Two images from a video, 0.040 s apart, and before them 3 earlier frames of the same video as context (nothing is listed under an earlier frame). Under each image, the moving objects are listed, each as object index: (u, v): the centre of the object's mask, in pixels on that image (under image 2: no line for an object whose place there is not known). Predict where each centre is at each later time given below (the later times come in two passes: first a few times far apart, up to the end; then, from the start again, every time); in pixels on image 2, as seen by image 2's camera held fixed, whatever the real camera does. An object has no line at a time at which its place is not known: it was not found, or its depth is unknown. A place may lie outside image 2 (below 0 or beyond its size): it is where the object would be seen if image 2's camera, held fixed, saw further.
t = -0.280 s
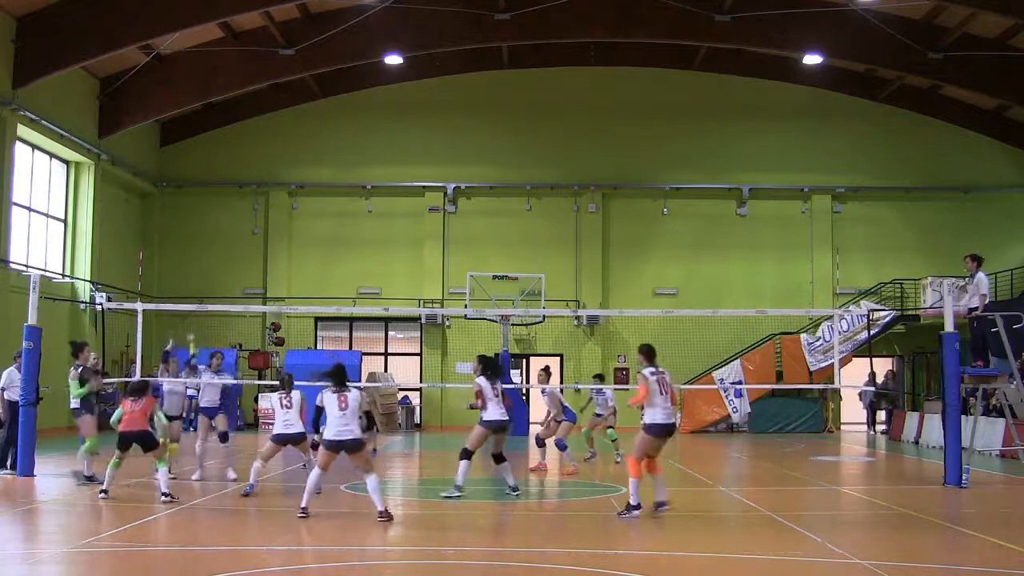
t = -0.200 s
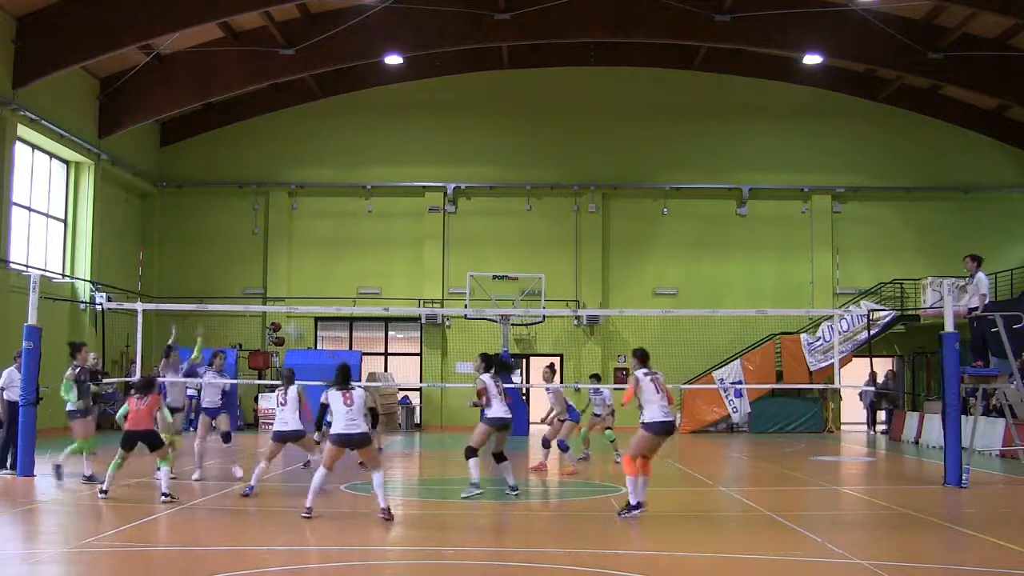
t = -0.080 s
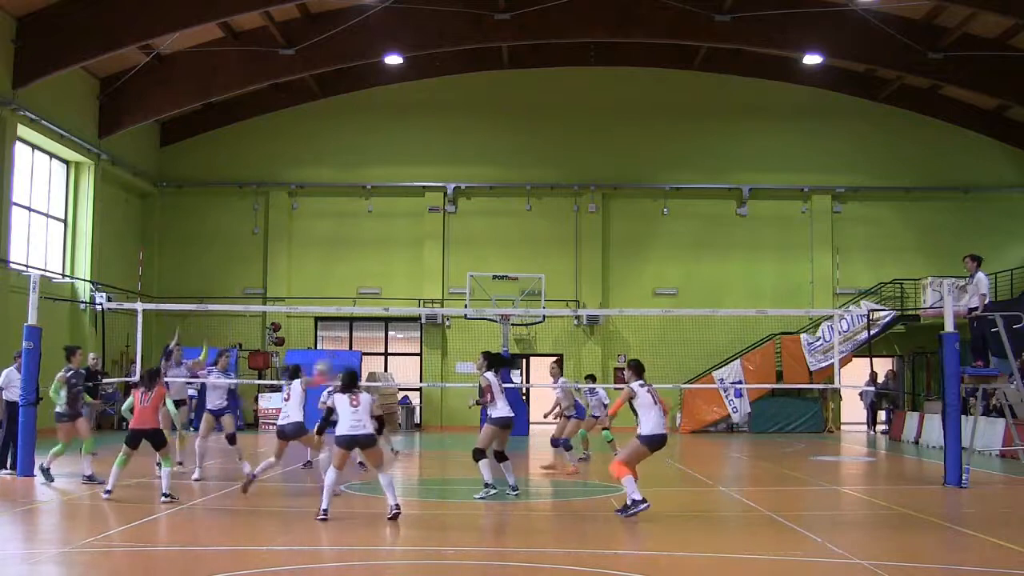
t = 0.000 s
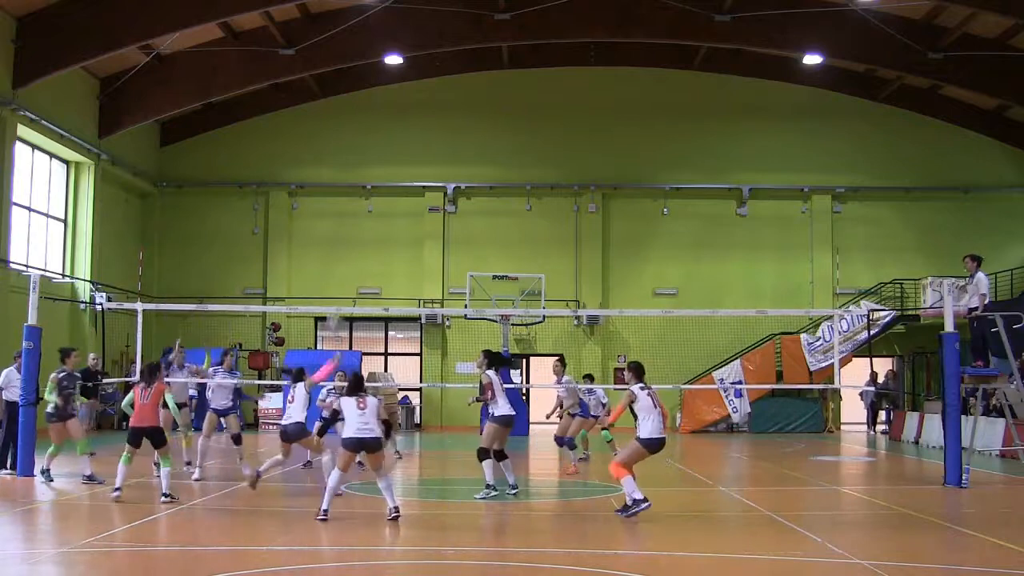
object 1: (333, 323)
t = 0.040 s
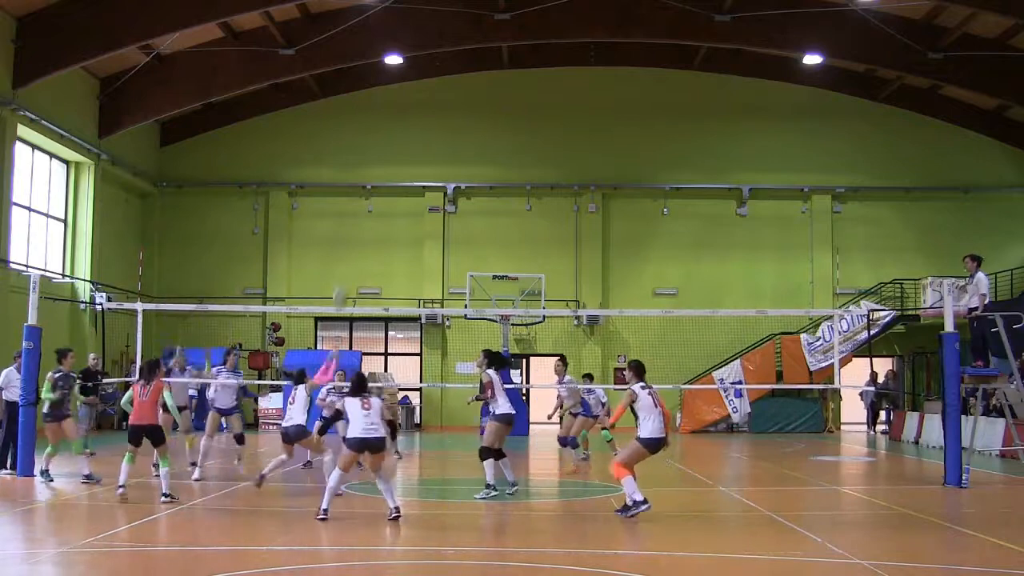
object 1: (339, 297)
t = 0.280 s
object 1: (372, 186)
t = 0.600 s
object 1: (413, 116)
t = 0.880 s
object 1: (446, 119)
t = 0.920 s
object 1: (451, 123)
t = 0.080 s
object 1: (346, 276)
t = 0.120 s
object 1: (353, 254)
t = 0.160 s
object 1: (357, 237)
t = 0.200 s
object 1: (364, 218)
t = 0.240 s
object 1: (367, 199)
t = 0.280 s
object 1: (372, 186)
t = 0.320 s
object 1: (377, 172)
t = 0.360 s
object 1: (384, 160)
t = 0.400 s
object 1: (388, 149)
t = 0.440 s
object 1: (392, 139)
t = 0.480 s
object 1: (397, 131)
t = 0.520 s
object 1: (402, 124)
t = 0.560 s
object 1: (408, 120)
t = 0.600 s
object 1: (413, 116)
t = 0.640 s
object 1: (417, 112)
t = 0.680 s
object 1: (422, 110)
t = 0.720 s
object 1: (427, 110)
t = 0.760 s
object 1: (432, 109)
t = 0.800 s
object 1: (437, 111)
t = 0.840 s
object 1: (441, 115)
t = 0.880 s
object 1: (446, 119)
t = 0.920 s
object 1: (451, 123)
